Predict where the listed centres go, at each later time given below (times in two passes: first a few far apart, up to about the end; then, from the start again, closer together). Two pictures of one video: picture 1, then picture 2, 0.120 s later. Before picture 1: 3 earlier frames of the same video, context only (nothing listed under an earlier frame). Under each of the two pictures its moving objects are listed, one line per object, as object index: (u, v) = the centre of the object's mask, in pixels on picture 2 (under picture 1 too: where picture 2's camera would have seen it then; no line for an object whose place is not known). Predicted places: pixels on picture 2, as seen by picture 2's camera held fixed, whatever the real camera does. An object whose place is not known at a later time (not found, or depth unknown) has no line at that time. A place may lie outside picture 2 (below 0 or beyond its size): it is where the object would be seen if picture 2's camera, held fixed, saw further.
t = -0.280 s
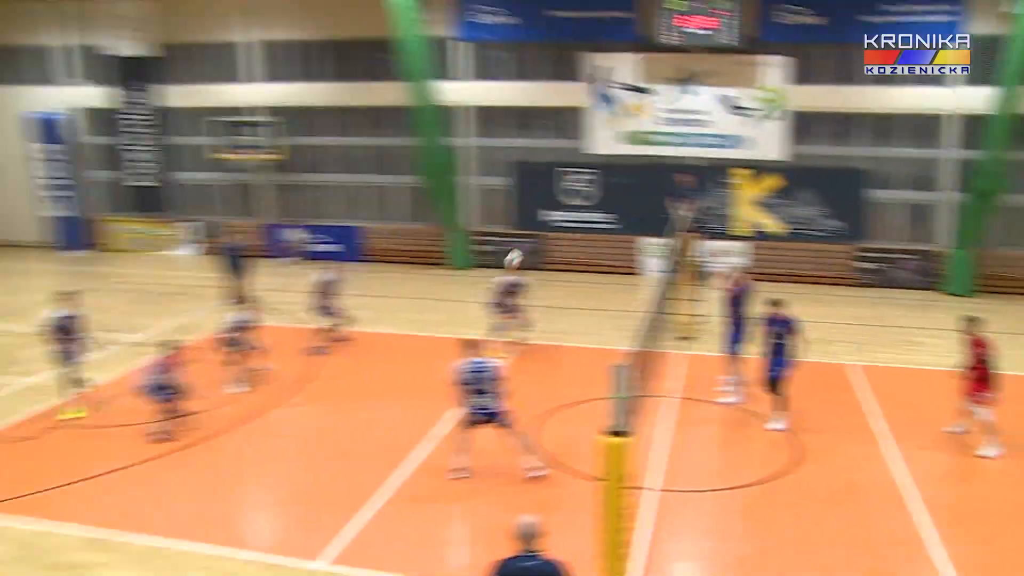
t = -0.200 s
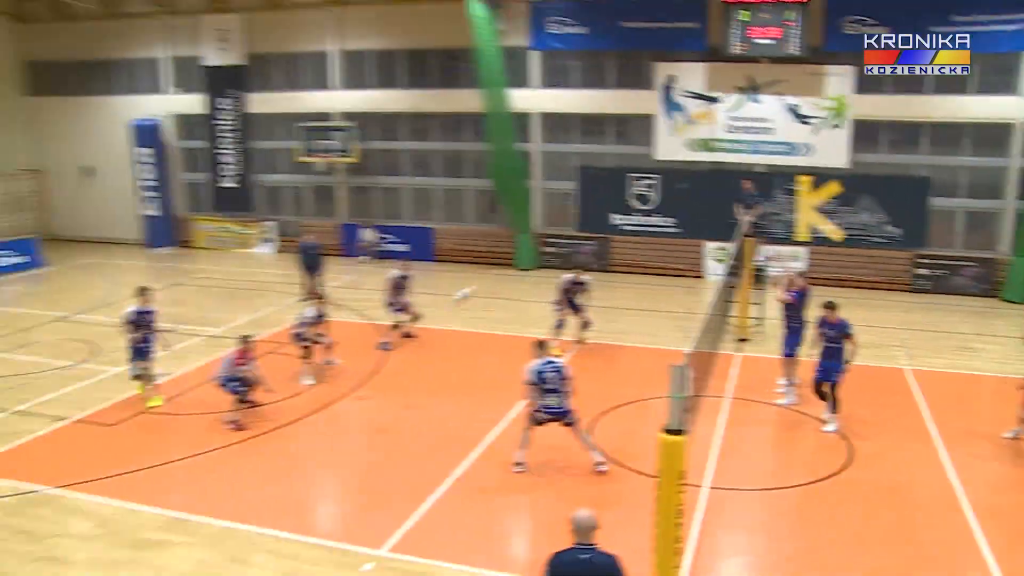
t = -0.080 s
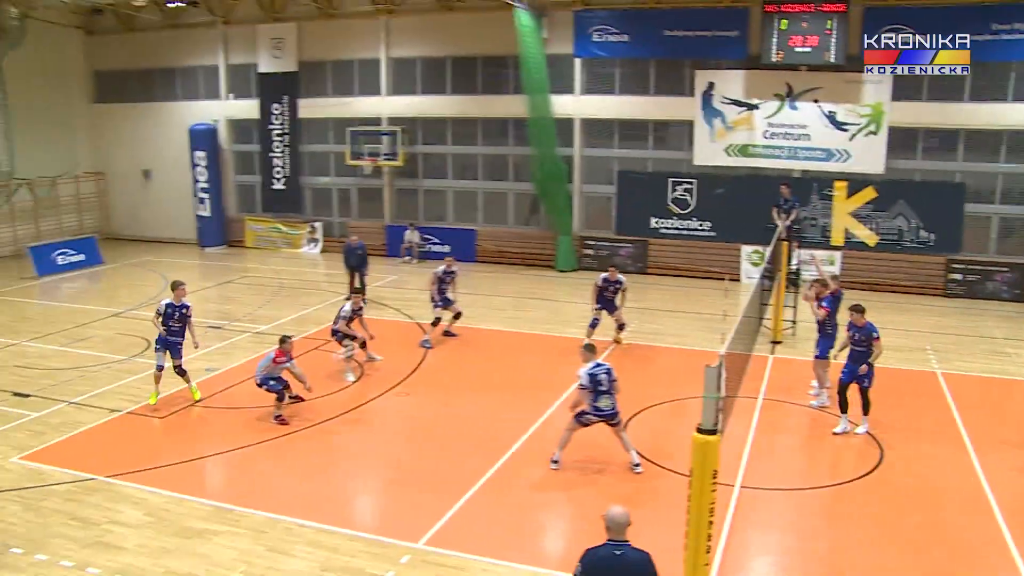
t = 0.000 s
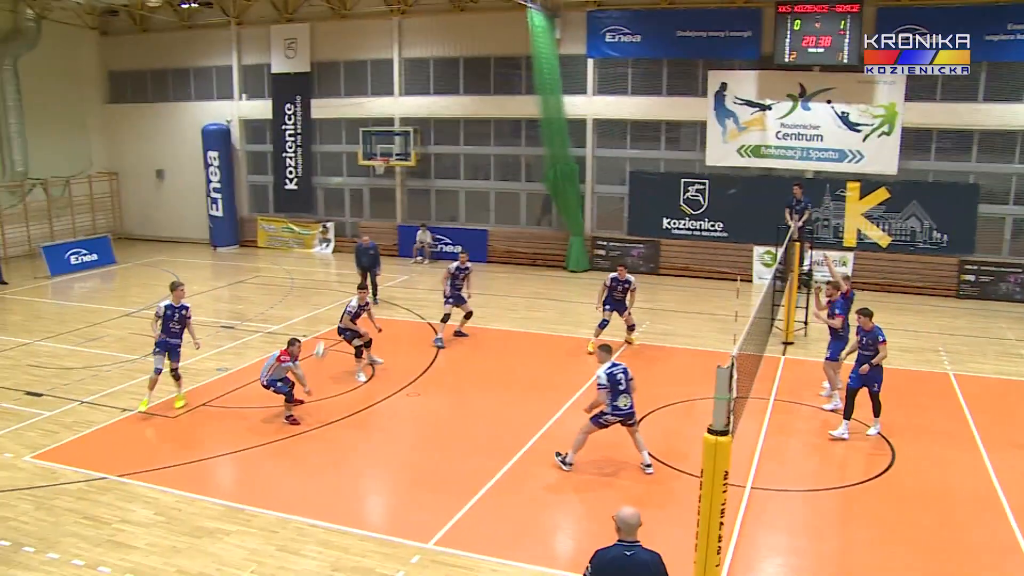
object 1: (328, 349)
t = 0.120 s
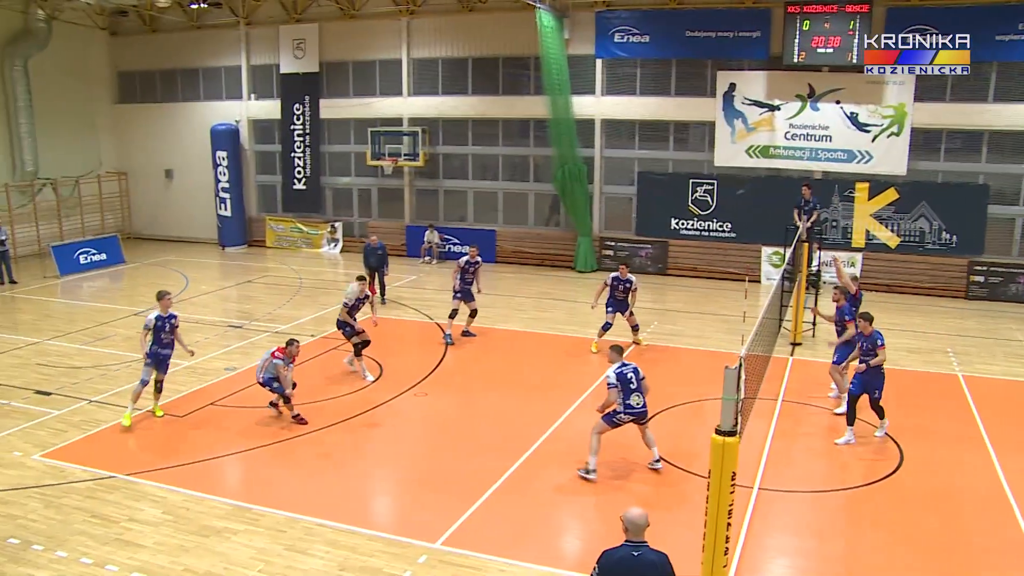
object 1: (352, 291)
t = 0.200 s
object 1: (370, 253)
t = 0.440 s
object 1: (422, 165)
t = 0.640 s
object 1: (466, 119)
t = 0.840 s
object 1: (509, 102)
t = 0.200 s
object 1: (370, 253)
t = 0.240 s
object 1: (378, 236)
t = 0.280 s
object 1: (387, 218)
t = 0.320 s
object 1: (395, 204)
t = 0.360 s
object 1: (403, 190)
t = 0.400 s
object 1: (413, 176)
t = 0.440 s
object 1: (422, 165)
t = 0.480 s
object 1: (431, 153)
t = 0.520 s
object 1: (439, 143)
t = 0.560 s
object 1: (448, 134)
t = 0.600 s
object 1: (457, 126)
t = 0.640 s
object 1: (466, 119)
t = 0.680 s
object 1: (474, 114)
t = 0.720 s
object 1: (481, 108)
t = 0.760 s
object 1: (492, 105)
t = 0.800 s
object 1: (501, 103)
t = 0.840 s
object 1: (509, 102)
